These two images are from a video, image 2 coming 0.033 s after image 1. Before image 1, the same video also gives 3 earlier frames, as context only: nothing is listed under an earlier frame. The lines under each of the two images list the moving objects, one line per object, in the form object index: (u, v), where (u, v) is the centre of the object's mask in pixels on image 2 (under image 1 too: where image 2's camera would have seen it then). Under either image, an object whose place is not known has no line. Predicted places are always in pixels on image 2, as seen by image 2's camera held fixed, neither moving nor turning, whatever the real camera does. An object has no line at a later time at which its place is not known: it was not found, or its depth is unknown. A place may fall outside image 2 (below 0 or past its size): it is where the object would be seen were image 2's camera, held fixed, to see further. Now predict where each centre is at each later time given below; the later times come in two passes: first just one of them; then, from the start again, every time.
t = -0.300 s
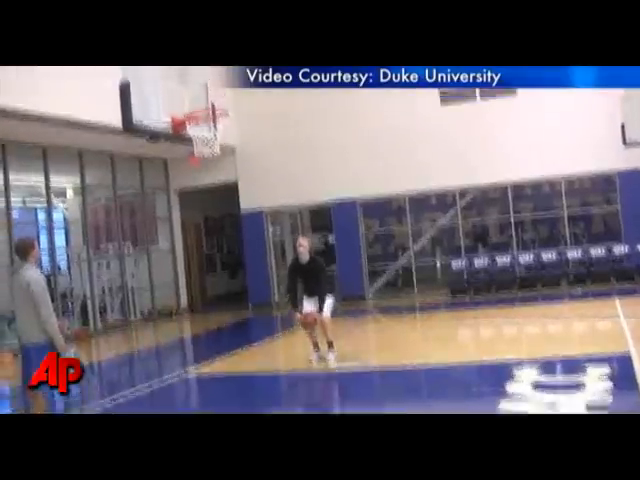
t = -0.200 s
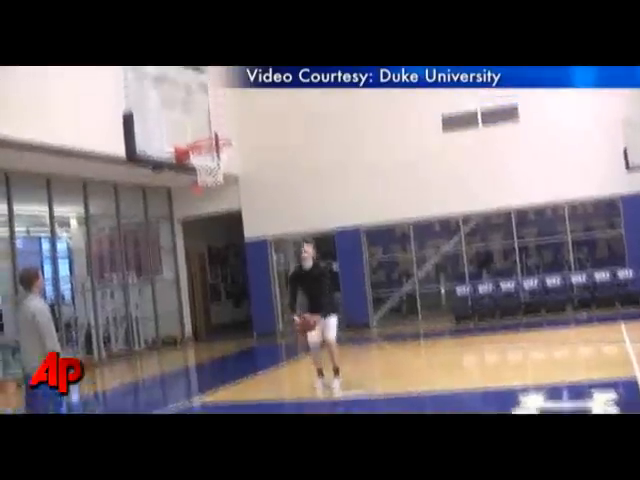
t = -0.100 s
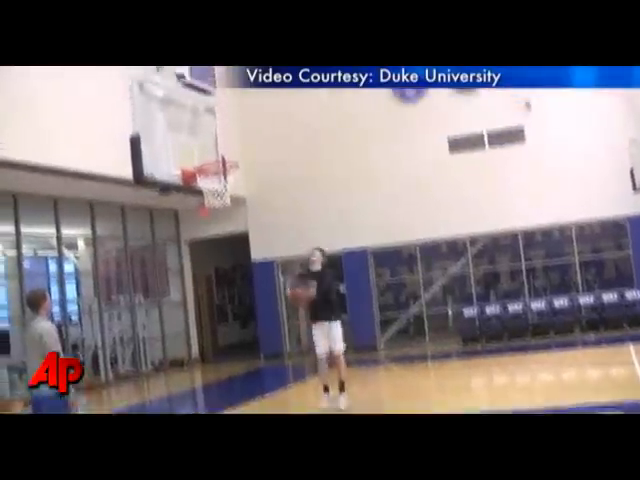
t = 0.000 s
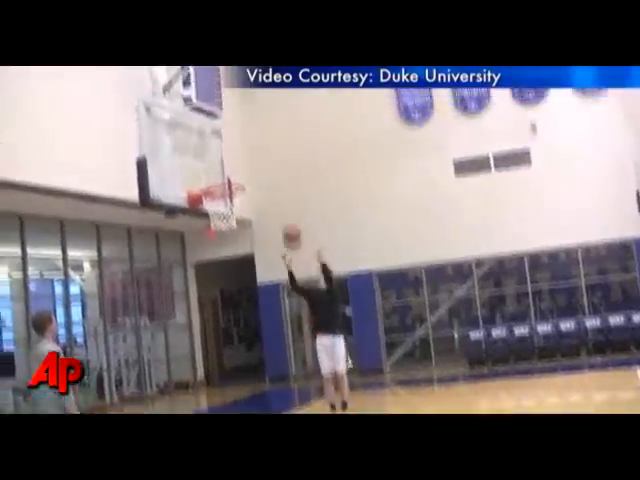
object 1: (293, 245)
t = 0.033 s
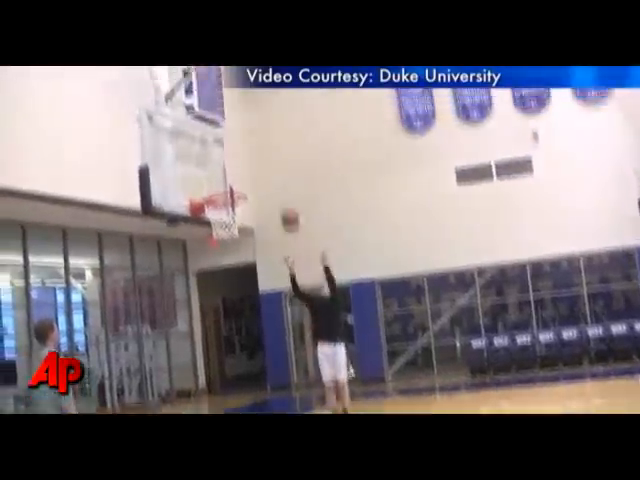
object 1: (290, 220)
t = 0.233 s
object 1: (271, 88)
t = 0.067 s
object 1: (286, 195)
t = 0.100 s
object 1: (283, 172)
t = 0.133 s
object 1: (280, 149)
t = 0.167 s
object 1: (277, 128)
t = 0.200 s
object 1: (273, 108)
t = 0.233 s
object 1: (271, 88)
